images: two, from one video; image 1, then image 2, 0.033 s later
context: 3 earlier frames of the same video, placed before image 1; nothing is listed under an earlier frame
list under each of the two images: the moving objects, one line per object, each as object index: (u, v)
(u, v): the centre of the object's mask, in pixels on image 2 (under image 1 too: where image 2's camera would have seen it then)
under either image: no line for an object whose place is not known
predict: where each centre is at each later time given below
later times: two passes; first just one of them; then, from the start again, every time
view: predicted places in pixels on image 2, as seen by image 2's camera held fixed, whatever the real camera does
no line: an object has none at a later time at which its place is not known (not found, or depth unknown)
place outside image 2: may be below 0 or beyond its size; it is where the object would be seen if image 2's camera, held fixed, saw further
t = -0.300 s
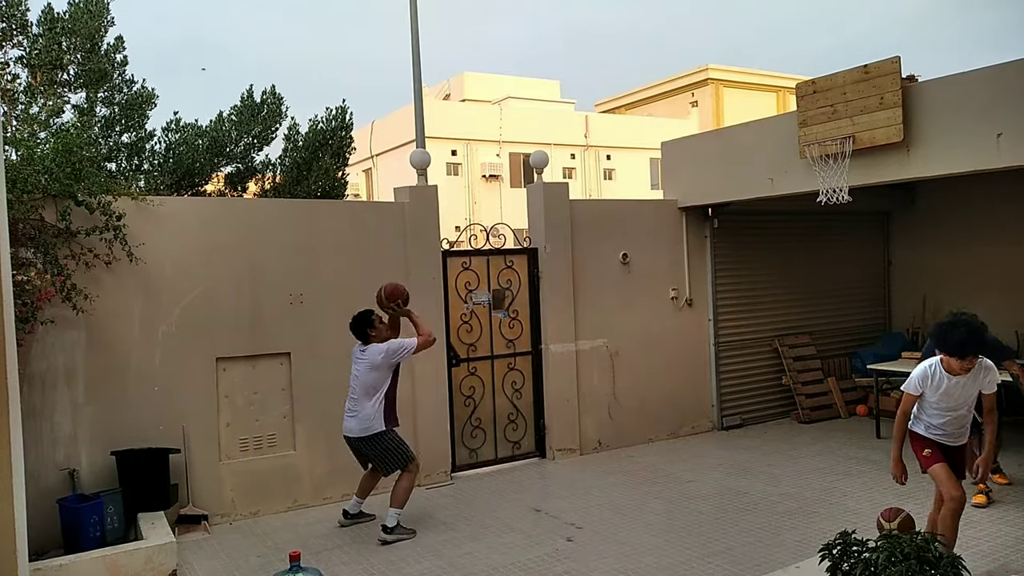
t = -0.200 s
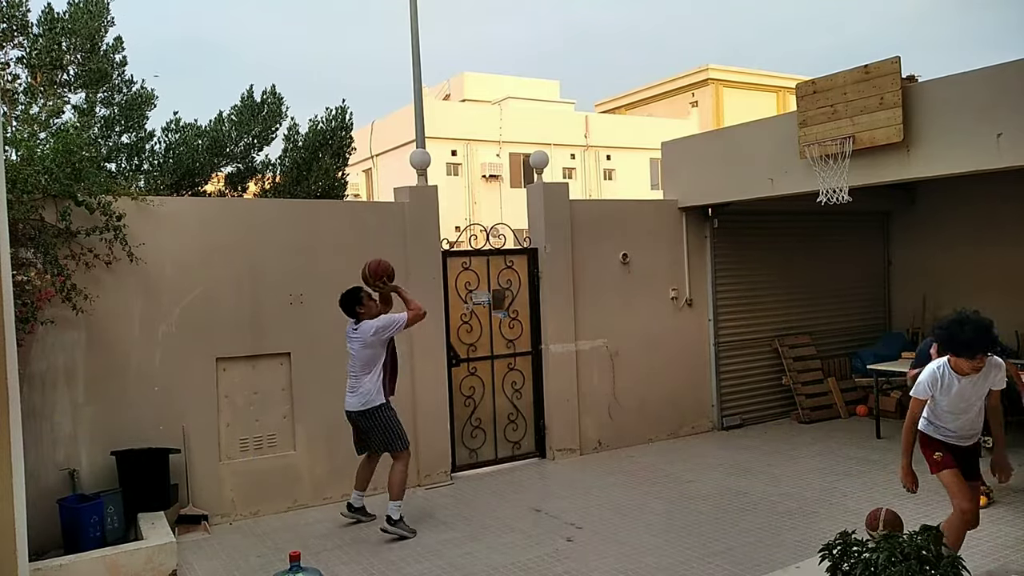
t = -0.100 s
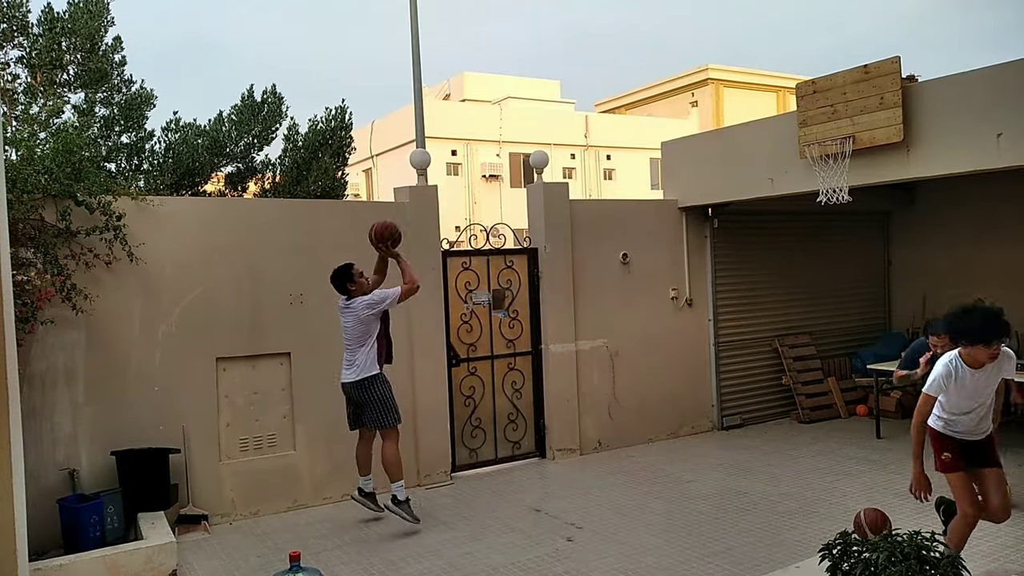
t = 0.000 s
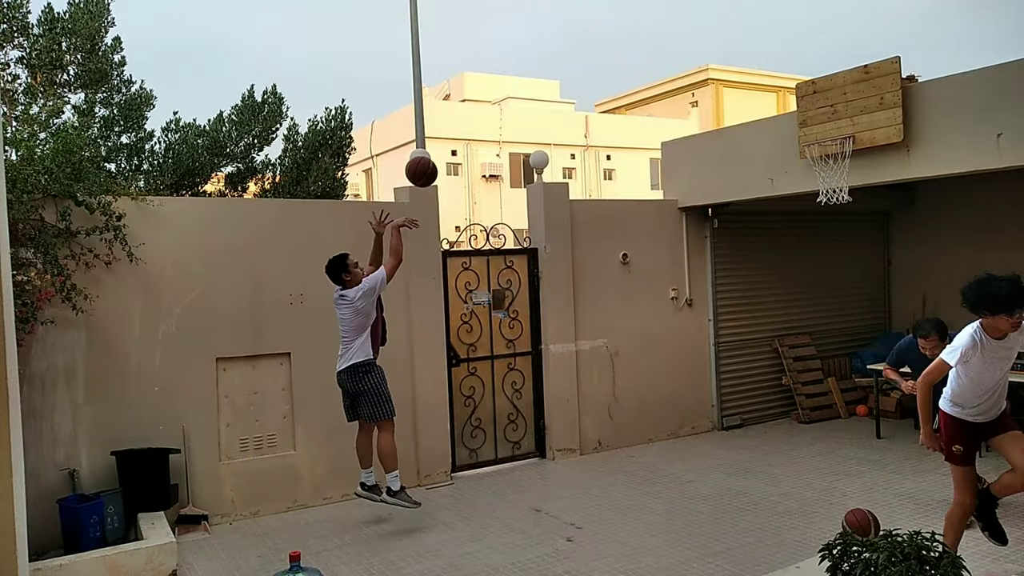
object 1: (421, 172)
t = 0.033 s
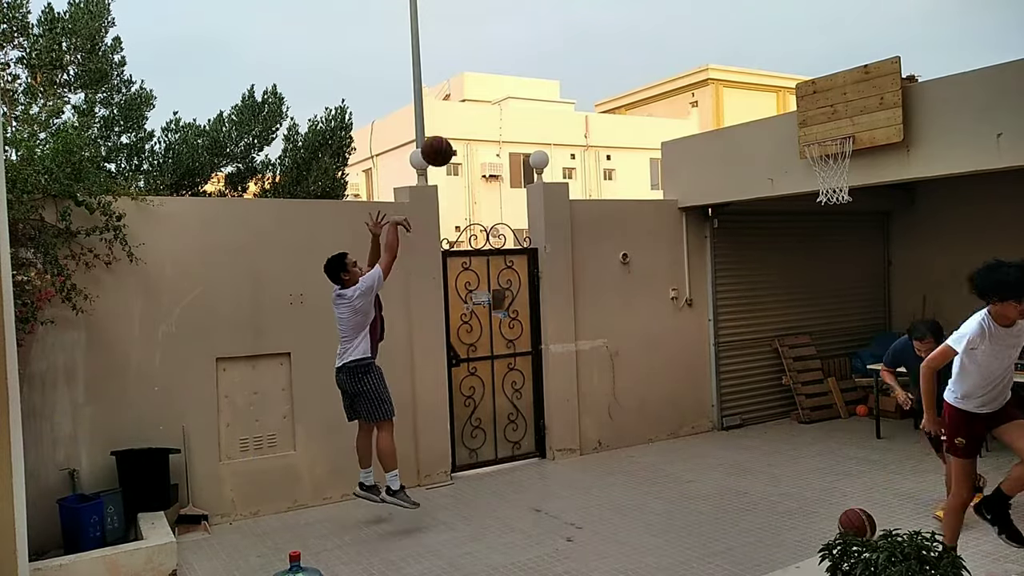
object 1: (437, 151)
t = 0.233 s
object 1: (529, 61)
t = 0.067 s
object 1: (452, 132)
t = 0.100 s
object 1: (468, 115)
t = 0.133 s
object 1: (483, 99)
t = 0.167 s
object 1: (498, 85)
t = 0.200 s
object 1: (514, 72)
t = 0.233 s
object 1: (529, 61)
